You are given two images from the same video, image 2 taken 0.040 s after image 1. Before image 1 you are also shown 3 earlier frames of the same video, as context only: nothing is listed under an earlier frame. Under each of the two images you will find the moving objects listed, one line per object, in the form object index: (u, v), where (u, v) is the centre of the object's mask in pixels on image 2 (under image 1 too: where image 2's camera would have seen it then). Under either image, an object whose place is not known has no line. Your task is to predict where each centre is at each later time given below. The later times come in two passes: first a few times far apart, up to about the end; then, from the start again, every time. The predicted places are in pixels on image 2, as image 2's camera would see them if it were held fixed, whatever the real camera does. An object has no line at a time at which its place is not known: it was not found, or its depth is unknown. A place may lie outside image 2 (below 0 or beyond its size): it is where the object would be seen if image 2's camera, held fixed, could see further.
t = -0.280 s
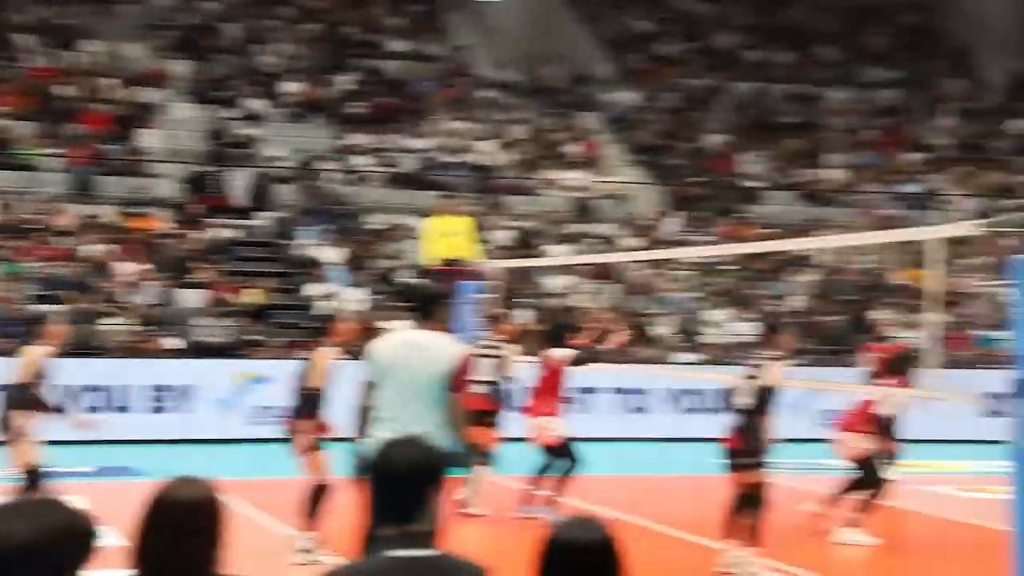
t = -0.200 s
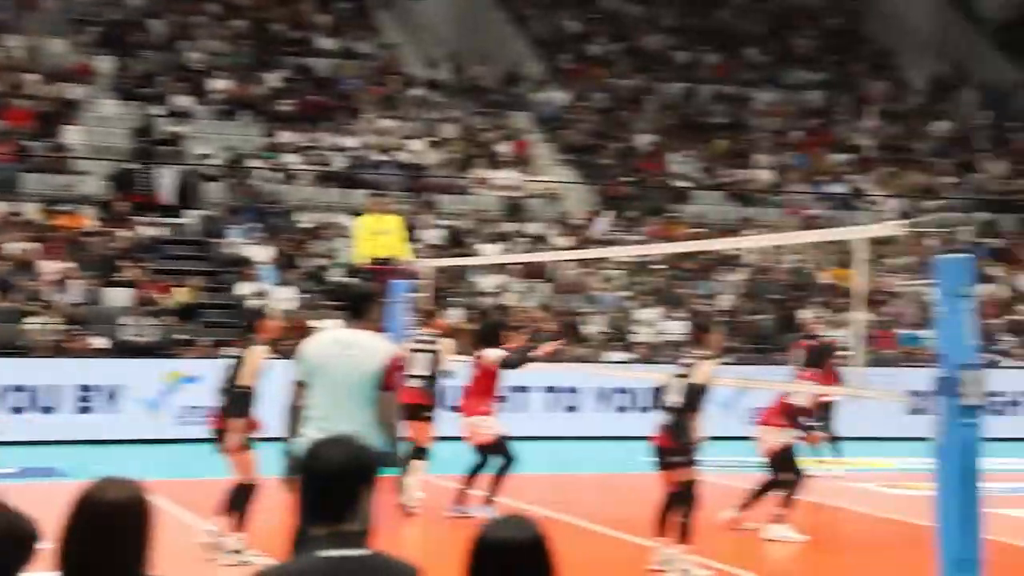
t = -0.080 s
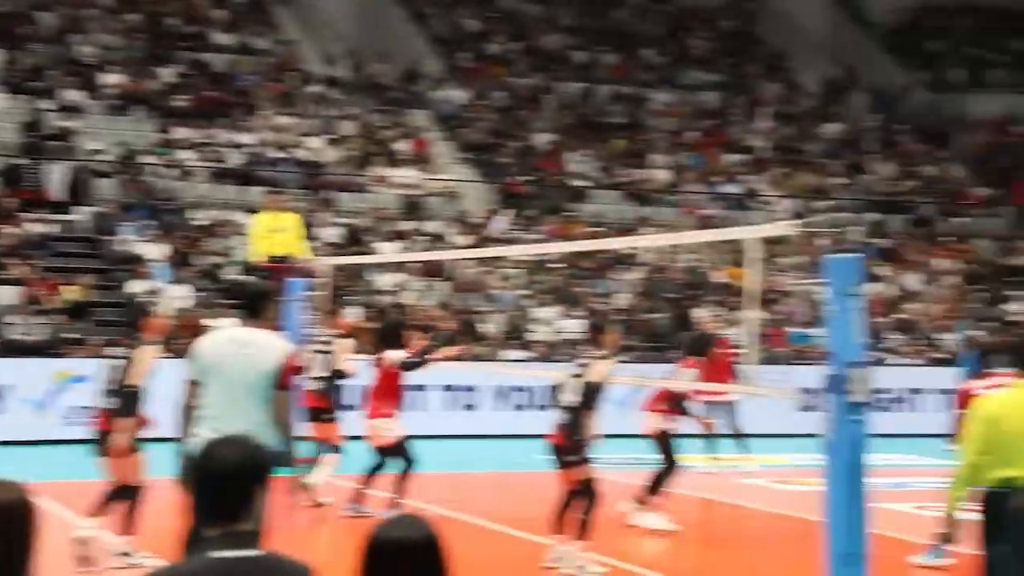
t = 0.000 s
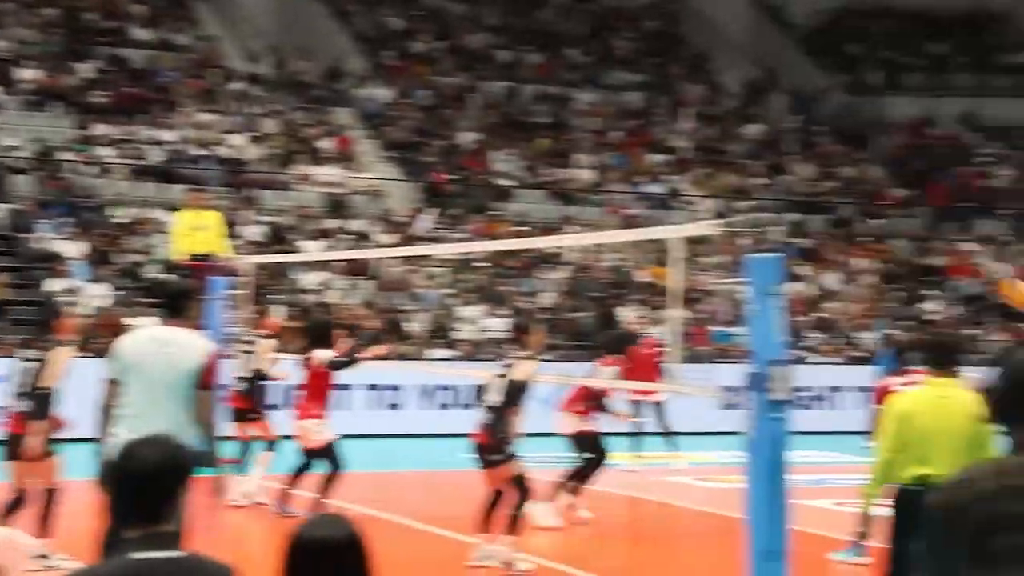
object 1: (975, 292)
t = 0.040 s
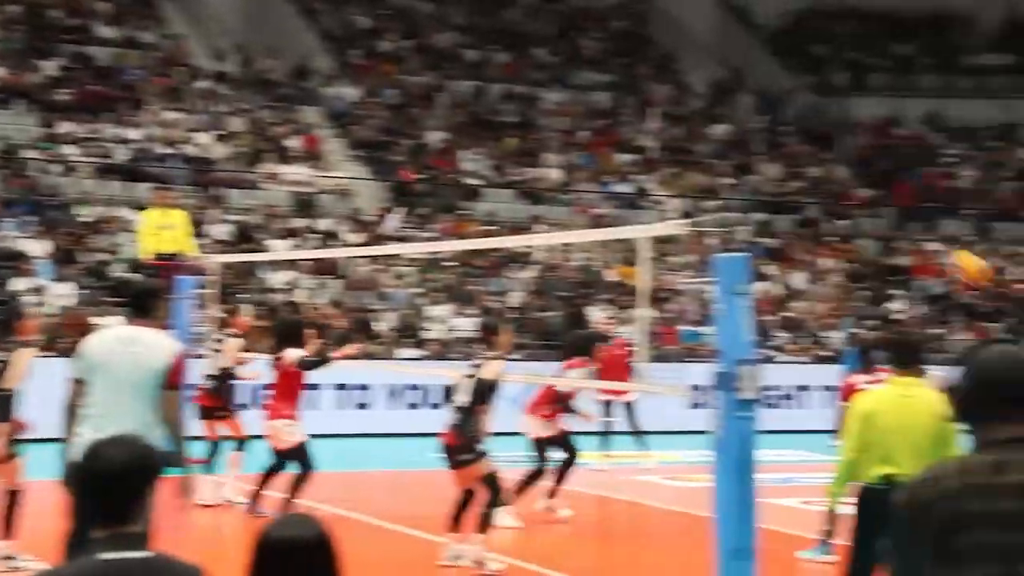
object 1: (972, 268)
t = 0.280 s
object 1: (864, 143)
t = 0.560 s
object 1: (740, 84)
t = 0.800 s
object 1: (639, 110)
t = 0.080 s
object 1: (955, 243)
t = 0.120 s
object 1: (934, 219)
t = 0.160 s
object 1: (916, 197)
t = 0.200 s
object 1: (898, 177)
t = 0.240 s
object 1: (881, 159)
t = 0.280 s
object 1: (864, 143)
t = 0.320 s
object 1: (848, 129)
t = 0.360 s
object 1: (827, 117)
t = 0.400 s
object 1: (810, 106)
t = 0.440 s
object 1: (792, 98)
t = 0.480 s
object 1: (775, 91)
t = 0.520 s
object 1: (758, 86)
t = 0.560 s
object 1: (740, 84)
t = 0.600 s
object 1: (723, 83)
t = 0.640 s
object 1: (705, 85)
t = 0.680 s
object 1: (689, 88)
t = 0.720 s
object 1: (672, 94)
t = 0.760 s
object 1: (655, 101)
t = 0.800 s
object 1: (639, 110)
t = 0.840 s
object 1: (622, 121)
